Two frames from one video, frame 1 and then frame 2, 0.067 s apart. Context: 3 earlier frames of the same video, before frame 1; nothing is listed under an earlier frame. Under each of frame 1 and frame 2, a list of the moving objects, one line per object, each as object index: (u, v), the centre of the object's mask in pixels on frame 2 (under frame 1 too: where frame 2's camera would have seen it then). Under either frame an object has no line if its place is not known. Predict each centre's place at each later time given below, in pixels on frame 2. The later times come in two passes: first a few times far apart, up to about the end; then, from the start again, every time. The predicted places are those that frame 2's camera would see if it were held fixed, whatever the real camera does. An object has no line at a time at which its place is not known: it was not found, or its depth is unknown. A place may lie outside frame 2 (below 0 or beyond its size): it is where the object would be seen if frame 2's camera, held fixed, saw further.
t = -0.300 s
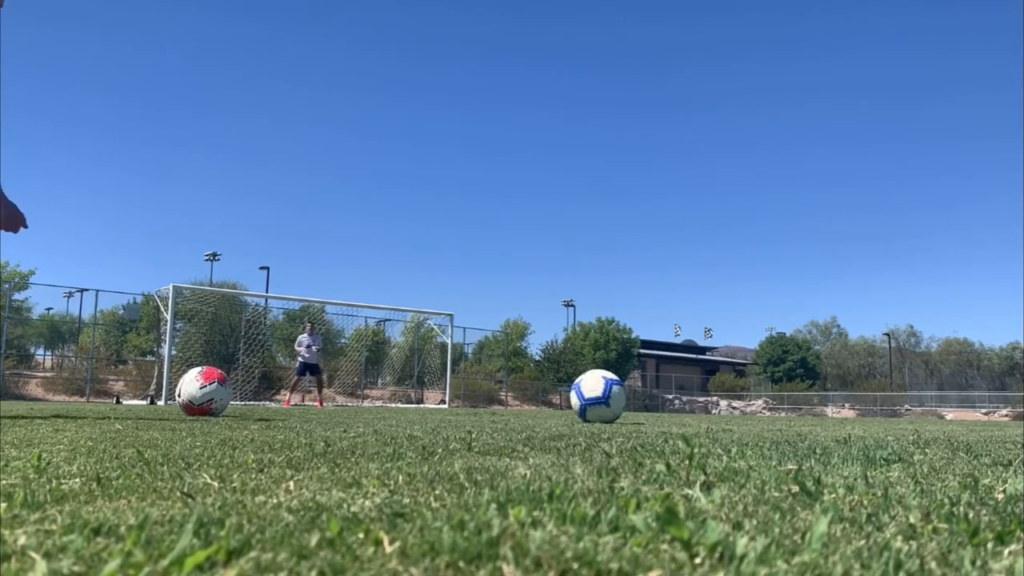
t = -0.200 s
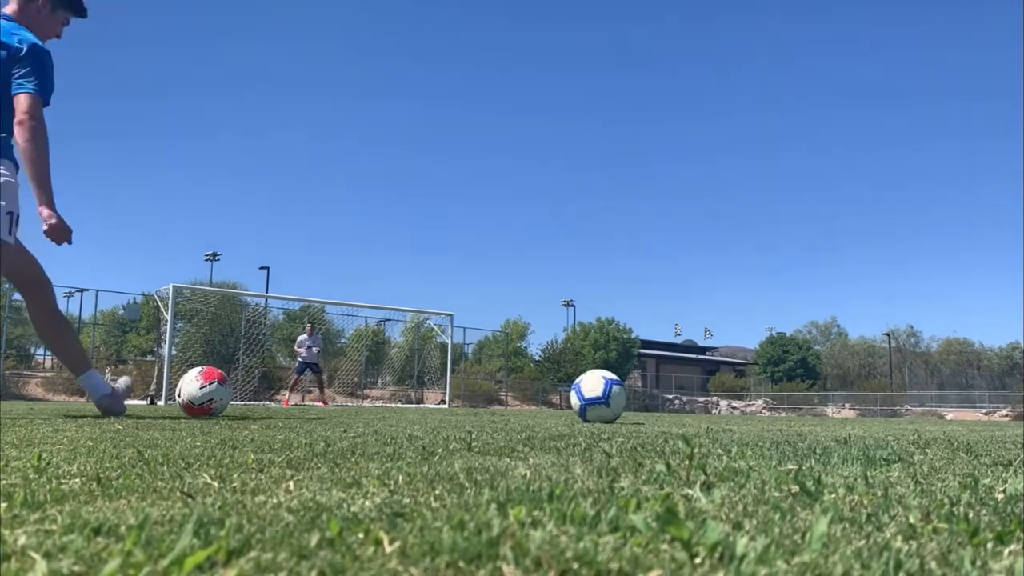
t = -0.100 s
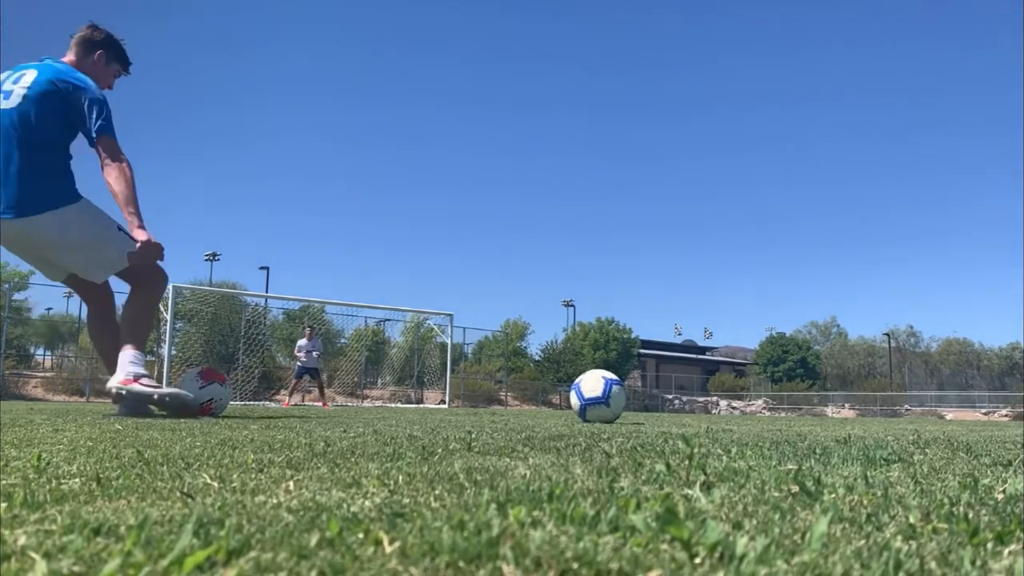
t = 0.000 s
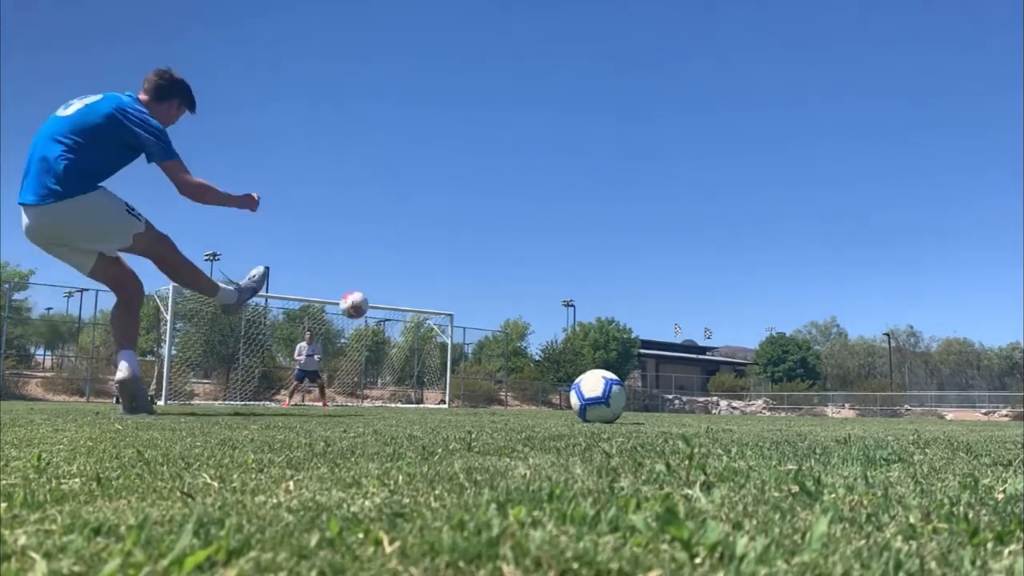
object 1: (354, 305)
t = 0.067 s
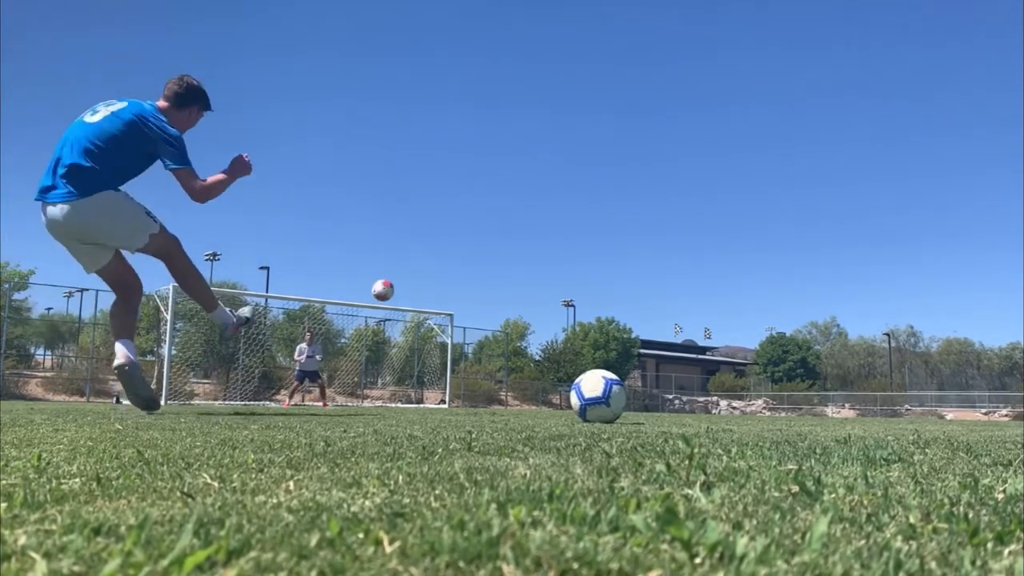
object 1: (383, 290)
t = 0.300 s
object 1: (411, 287)
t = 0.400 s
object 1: (409, 297)
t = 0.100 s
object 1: (391, 286)
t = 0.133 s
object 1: (398, 284)
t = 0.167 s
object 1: (403, 283)
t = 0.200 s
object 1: (406, 283)
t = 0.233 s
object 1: (409, 284)
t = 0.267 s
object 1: (410, 285)
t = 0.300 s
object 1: (411, 287)
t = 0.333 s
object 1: (411, 292)
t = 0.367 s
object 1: (410, 294)
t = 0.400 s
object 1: (409, 297)
